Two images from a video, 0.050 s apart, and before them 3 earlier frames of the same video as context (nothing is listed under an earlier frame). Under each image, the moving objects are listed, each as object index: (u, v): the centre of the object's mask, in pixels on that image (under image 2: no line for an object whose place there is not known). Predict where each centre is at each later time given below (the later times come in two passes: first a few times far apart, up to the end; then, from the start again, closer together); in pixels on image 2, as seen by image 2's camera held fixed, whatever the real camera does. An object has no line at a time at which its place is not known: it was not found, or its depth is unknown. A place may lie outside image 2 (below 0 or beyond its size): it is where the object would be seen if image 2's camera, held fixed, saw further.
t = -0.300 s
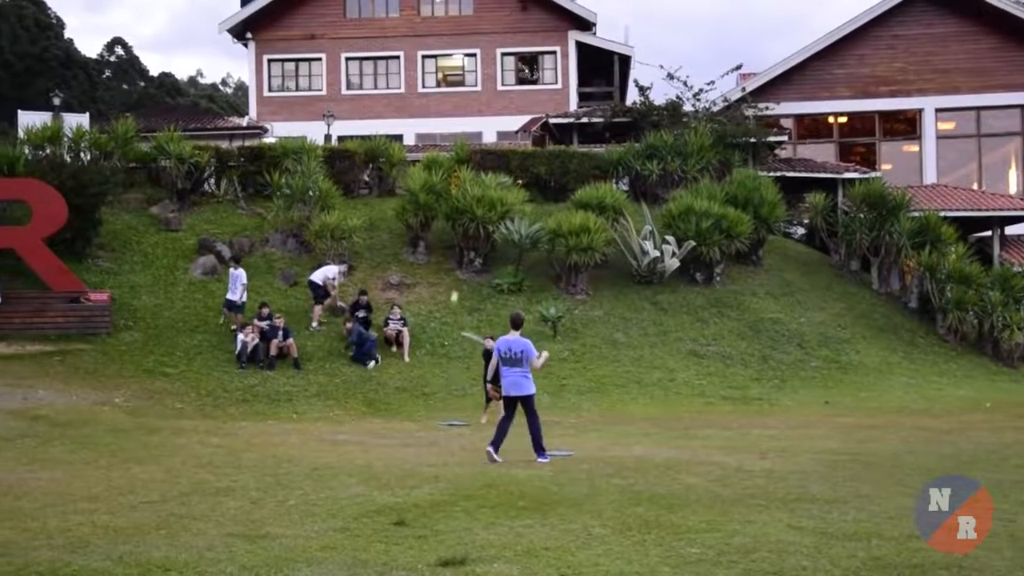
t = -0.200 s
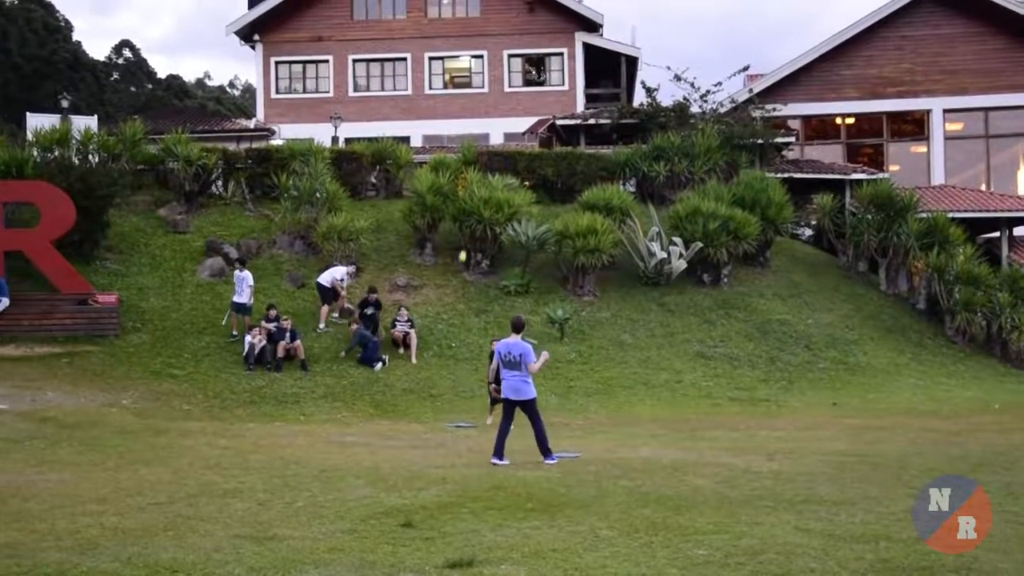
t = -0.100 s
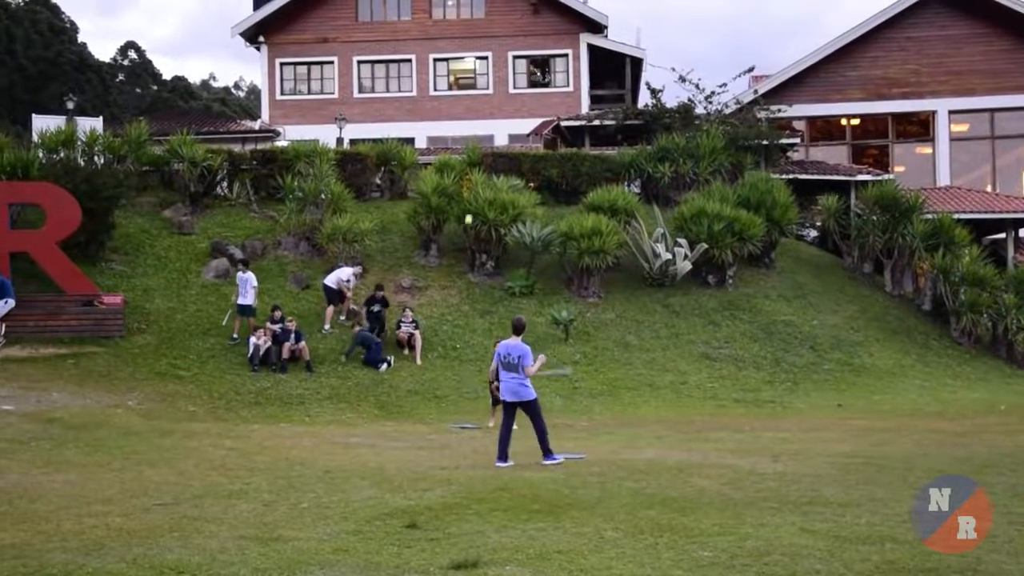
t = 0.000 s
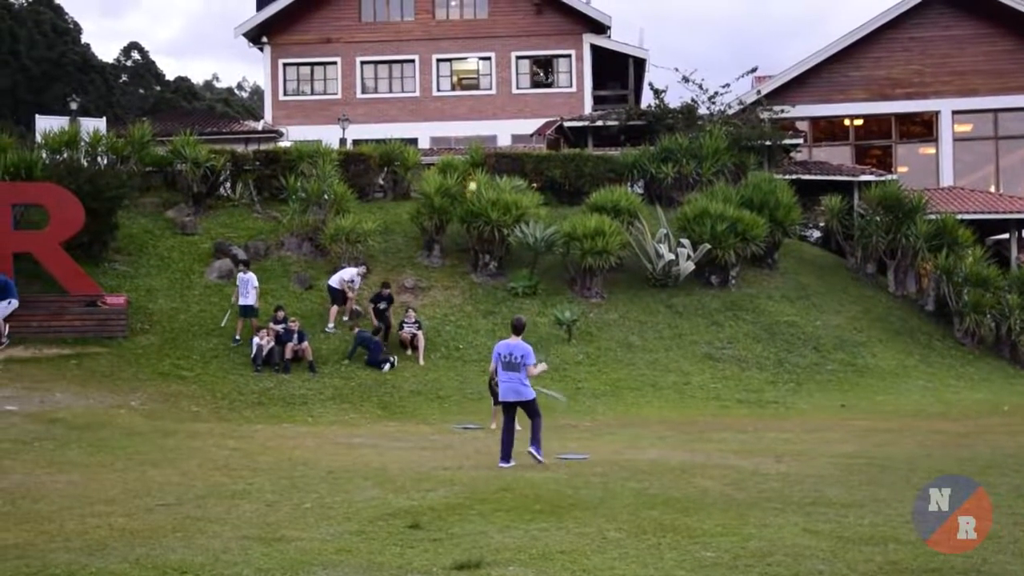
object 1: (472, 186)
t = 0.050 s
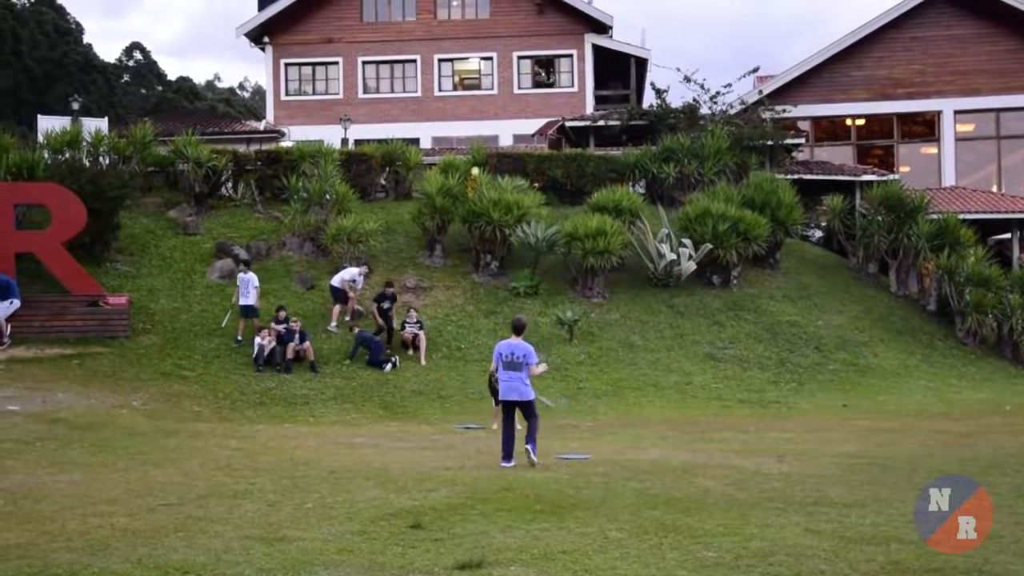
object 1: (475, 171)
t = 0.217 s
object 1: (477, 133)
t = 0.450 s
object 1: (482, 105)
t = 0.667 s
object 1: (487, 119)
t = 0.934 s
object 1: (496, 202)
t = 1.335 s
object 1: (516, 502)
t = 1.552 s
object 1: (511, 462)
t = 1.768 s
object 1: (507, 482)
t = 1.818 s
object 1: (505, 496)
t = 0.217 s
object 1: (477, 133)
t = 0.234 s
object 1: (477, 131)
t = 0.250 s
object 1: (477, 128)
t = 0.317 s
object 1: (478, 115)
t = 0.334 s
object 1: (479, 114)
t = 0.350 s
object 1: (479, 112)
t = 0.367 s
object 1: (479, 111)
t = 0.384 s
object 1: (480, 109)
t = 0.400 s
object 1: (480, 108)
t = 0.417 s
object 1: (480, 107)
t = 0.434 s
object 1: (481, 106)
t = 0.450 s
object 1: (482, 105)
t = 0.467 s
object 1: (482, 105)
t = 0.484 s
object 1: (482, 105)
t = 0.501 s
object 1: (482, 105)
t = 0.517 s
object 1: (482, 105)
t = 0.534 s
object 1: (483, 105)
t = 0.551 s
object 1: (483, 105)
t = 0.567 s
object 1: (484, 107)
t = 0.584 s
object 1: (484, 108)
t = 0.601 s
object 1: (485, 110)
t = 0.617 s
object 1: (485, 111)
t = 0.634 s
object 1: (486, 113)
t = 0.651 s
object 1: (487, 116)
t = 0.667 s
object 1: (487, 119)
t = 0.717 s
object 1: (485, 129)
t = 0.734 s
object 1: (486, 130)
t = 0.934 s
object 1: (496, 202)
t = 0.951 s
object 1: (496, 210)
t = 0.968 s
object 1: (498, 218)
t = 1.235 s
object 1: (511, 417)
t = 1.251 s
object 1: (513, 434)
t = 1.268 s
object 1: (513, 451)
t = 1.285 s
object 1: (514, 470)
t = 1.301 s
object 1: (516, 490)
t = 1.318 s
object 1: (517, 504)
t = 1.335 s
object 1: (516, 502)
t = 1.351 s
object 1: (516, 497)
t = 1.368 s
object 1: (516, 492)
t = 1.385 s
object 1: (515, 488)
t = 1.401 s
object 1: (514, 484)
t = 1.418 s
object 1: (514, 480)
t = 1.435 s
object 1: (514, 478)
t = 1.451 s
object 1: (513, 474)
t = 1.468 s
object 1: (513, 471)
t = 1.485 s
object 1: (513, 468)
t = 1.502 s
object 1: (512, 467)
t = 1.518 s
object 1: (512, 466)
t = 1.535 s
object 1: (512, 463)
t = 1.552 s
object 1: (511, 462)
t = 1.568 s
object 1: (511, 462)
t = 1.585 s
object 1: (511, 462)
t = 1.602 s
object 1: (510, 462)
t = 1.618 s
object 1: (510, 462)
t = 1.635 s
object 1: (510, 463)
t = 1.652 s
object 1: (510, 464)
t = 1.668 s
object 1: (509, 464)
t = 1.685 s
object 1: (509, 467)
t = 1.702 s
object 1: (508, 469)
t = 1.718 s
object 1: (508, 472)
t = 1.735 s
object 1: (507, 475)
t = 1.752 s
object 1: (507, 478)
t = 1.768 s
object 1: (507, 482)
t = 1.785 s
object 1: (506, 487)
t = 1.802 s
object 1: (506, 491)
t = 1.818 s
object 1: (505, 496)
